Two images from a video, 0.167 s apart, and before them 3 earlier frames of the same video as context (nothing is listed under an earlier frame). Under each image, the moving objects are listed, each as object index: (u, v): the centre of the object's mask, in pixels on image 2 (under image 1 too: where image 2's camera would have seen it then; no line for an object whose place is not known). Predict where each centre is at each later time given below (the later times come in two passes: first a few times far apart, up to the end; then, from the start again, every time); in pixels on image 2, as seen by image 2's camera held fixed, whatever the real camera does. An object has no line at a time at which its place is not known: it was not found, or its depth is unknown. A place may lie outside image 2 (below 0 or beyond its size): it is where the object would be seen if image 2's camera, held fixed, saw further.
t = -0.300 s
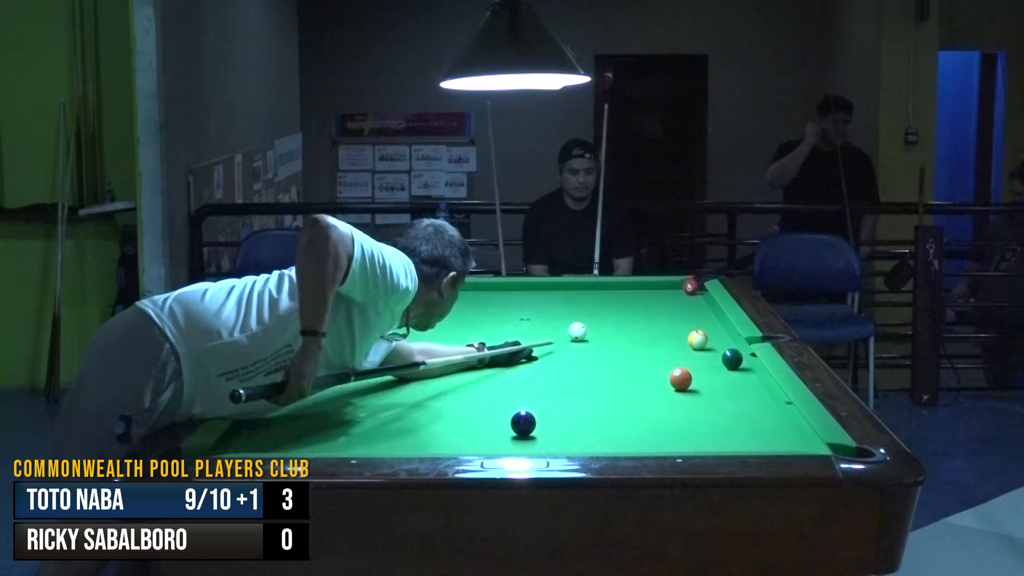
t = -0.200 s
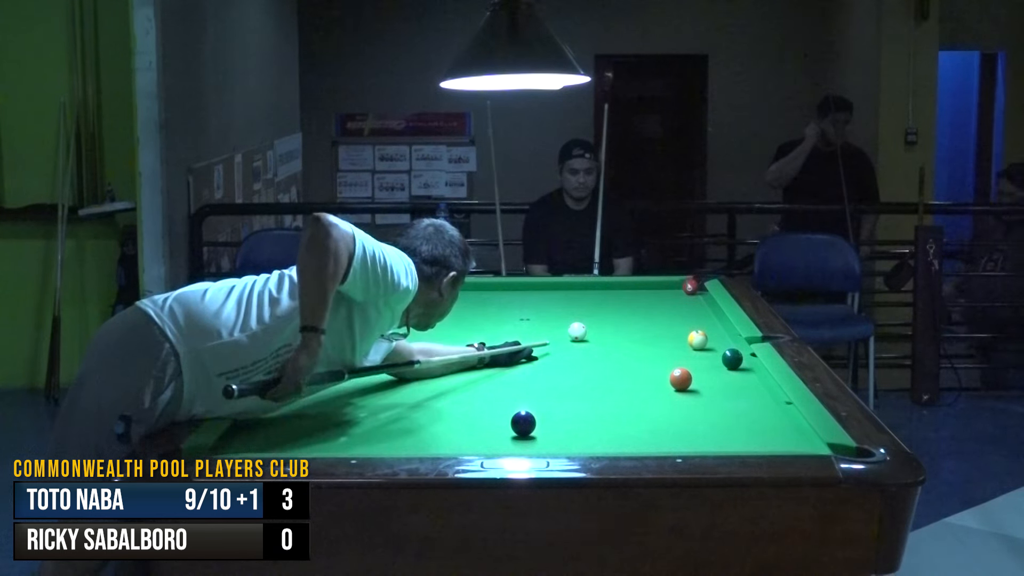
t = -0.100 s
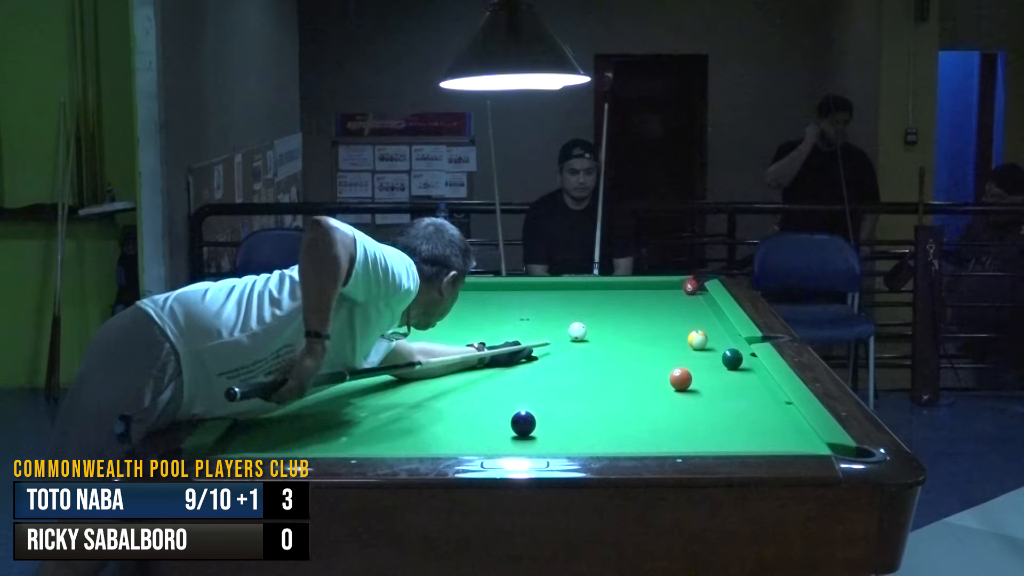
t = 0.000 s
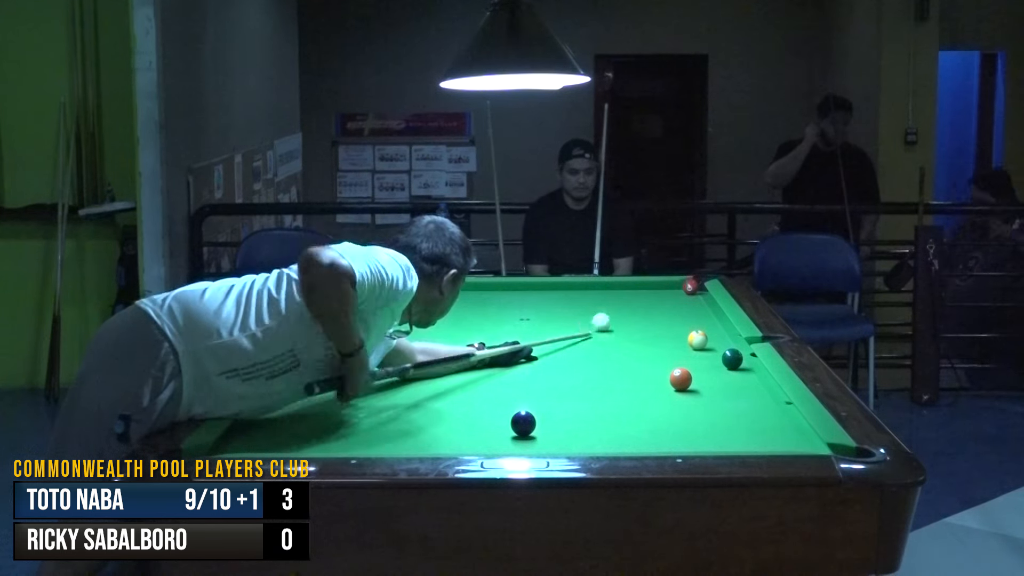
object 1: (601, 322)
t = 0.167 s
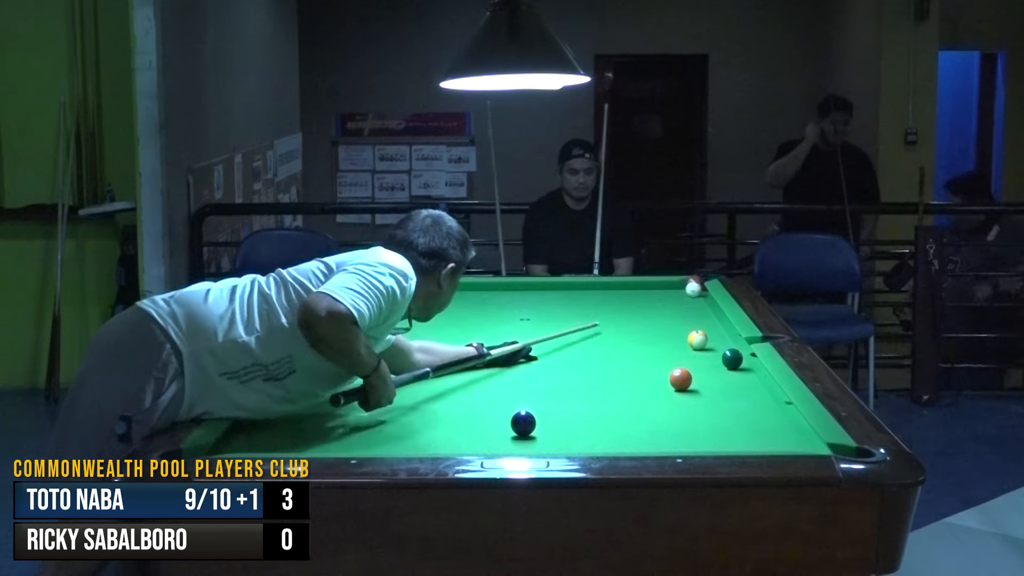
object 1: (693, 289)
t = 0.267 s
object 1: (691, 291)
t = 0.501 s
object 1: (664, 298)
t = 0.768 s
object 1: (632, 305)
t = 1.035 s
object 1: (599, 312)
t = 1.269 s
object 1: (570, 319)
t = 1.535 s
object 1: (535, 327)
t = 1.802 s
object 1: (499, 335)
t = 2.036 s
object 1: (466, 342)
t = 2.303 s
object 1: (428, 351)
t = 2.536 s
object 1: (393, 359)
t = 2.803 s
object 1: (353, 368)
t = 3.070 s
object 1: (312, 377)
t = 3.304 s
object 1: (278, 384)
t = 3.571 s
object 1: (290, 390)
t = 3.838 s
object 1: (302, 395)
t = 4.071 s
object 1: (313, 399)
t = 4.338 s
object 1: (324, 402)
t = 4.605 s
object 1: (335, 406)
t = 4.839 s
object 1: (344, 408)
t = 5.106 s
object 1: (354, 412)
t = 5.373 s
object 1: (362, 414)
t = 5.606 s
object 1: (369, 416)
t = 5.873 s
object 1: (374, 418)
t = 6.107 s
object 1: (378, 419)
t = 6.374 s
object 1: (381, 420)
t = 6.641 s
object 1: (384, 420)
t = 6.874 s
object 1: (385, 420)
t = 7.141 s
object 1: (385, 420)
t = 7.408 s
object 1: (386, 420)
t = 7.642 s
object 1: (386, 420)
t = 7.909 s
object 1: (386, 420)
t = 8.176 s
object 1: (386, 420)
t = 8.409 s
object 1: (386, 420)
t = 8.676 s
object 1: (386, 420)
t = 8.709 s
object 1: (386, 420)
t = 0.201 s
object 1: (698, 290)
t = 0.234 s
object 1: (694, 291)
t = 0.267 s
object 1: (691, 291)
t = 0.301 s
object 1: (687, 292)
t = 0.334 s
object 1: (683, 293)
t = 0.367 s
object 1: (679, 294)
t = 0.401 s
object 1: (675, 295)
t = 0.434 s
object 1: (671, 296)
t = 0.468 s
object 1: (667, 297)
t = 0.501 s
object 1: (664, 298)
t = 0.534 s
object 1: (660, 299)
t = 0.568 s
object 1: (656, 300)
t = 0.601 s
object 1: (652, 301)
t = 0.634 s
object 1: (648, 301)
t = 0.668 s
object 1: (644, 302)
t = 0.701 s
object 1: (640, 303)
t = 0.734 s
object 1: (636, 304)
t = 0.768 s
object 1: (632, 305)
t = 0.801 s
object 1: (628, 306)
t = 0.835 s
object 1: (624, 307)
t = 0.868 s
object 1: (620, 308)
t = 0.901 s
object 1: (615, 309)
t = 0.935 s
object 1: (611, 310)
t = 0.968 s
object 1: (607, 310)
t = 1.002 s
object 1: (603, 311)
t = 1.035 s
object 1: (599, 312)
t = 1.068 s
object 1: (595, 313)
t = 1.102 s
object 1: (591, 314)
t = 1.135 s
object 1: (586, 315)
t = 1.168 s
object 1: (582, 316)
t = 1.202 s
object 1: (578, 317)
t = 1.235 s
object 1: (574, 318)
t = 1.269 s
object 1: (570, 319)
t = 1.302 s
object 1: (565, 320)
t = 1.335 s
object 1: (561, 321)
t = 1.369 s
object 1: (557, 322)
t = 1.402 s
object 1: (552, 323)
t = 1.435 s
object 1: (548, 324)
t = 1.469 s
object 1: (544, 325)
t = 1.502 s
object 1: (539, 326)
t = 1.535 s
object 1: (535, 327)
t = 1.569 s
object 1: (530, 328)
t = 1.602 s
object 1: (526, 329)
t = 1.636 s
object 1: (522, 330)
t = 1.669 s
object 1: (517, 331)
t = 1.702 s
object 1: (512, 332)
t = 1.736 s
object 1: (508, 333)
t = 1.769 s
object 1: (503, 334)
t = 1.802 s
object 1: (499, 335)
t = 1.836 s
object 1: (494, 336)
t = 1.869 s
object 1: (490, 337)
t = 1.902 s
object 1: (485, 338)
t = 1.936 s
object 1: (480, 339)
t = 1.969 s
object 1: (475, 340)
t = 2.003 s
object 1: (471, 341)
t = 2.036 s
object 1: (466, 342)
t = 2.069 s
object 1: (461, 344)
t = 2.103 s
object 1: (456, 345)
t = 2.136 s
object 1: (452, 346)
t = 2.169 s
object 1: (447, 347)
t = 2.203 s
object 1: (442, 348)
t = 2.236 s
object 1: (437, 349)
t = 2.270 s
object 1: (432, 350)
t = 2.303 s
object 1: (428, 351)
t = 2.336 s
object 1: (423, 352)
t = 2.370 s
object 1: (418, 353)
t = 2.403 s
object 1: (413, 354)
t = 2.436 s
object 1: (408, 355)
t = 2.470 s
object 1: (403, 356)
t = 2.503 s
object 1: (398, 357)
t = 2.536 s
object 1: (393, 359)
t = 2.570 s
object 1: (388, 360)
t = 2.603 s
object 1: (383, 361)
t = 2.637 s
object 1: (378, 362)
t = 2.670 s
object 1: (373, 363)
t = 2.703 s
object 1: (368, 364)
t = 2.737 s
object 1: (363, 365)
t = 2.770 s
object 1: (358, 366)
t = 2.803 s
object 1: (353, 368)
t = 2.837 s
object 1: (348, 369)
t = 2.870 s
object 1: (343, 370)
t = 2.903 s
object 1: (338, 371)
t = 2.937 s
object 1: (332, 372)
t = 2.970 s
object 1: (327, 373)
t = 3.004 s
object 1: (322, 374)
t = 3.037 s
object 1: (317, 375)
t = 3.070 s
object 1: (312, 377)
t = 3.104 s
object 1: (307, 378)
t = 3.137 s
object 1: (302, 379)
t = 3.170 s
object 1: (296, 380)
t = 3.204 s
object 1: (291, 381)
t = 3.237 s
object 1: (286, 382)
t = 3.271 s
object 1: (281, 383)
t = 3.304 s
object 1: (278, 384)
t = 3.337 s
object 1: (279, 385)
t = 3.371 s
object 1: (281, 386)
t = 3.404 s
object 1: (283, 386)
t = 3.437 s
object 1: (284, 387)
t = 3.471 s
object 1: (286, 388)
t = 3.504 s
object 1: (287, 389)
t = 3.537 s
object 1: (289, 389)
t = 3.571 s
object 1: (290, 390)
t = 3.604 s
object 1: (292, 390)
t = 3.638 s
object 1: (293, 391)
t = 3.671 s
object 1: (295, 392)
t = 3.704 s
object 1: (296, 392)
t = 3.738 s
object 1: (298, 393)
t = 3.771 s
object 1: (299, 393)
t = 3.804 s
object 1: (301, 394)
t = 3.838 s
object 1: (302, 395)
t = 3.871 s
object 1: (304, 395)
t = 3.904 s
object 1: (305, 396)
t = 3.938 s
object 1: (307, 396)
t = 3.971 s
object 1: (309, 397)
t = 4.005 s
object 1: (310, 397)
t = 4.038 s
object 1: (311, 398)
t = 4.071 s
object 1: (313, 399)
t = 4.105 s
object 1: (315, 399)
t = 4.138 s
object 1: (316, 399)
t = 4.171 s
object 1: (317, 400)
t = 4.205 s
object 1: (319, 400)
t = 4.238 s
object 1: (320, 401)
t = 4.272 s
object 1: (322, 401)
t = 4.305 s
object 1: (323, 402)
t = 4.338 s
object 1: (324, 402)
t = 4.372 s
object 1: (326, 403)
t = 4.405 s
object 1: (327, 404)
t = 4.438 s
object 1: (328, 404)
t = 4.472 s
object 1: (330, 404)
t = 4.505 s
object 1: (331, 405)
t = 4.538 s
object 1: (332, 405)
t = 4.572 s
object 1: (334, 406)
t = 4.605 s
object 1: (335, 406)
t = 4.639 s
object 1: (336, 406)
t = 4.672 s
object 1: (338, 407)
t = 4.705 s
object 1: (339, 407)
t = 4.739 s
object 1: (340, 408)
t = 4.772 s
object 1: (341, 408)
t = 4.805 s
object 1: (343, 408)
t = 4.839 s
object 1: (344, 408)
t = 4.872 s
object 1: (345, 409)
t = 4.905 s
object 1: (346, 410)
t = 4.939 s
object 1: (348, 410)
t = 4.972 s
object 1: (349, 410)
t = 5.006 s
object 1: (350, 411)
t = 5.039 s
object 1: (351, 411)
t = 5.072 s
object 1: (353, 411)
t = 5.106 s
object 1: (354, 412)
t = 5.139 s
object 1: (355, 412)
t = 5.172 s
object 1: (356, 412)
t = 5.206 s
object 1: (357, 413)
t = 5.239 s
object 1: (358, 413)
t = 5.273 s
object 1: (359, 413)
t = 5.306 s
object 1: (360, 414)
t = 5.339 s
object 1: (361, 414)
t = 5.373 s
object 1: (362, 414)
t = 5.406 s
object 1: (363, 414)
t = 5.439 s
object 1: (364, 415)
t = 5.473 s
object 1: (365, 415)
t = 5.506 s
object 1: (366, 415)
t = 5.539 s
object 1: (367, 415)
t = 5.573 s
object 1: (368, 416)
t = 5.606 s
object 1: (369, 416)
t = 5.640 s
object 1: (369, 416)
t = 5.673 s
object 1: (370, 416)
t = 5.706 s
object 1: (371, 416)
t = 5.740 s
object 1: (372, 417)
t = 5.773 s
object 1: (372, 417)
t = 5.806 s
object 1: (373, 417)
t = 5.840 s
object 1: (374, 417)
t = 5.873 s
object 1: (374, 418)
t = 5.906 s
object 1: (375, 418)
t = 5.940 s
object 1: (375, 418)
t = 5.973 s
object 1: (376, 418)
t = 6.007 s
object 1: (376, 418)
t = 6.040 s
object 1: (377, 418)
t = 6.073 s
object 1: (378, 419)
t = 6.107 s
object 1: (378, 419)
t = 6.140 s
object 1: (379, 419)
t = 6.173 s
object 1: (379, 419)
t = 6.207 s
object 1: (380, 419)
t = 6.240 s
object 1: (380, 419)
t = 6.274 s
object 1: (380, 419)
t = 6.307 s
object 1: (381, 420)
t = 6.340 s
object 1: (381, 420)
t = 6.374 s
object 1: (381, 420)
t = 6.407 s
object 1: (382, 420)
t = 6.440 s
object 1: (382, 420)
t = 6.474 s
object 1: (383, 420)
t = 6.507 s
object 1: (383, 420)
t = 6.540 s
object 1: (383, 420)
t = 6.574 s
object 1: (384, 420)
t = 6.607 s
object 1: (384, 420)
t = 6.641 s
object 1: (384, 420)
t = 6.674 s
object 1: (385, 420)
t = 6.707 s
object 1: (385, 420)
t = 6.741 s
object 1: (385, 420)
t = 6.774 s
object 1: (385, 420)
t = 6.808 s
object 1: (385, 420)
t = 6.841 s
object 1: (385, 420)
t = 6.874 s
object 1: (385, 420)
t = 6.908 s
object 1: (385, 420)
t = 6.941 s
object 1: (385, 420)
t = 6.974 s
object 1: (385, 420)
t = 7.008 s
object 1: (385, 420)
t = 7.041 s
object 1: (386, 420)
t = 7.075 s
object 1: (386, 420)
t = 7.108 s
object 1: (386, 420)
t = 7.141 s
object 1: (385, 420)
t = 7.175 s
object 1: (386, 420)
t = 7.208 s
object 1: (385, 420)
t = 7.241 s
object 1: (386, 420)
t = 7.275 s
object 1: (386, 420)
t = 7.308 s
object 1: (385, 420)
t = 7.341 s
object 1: (386, 420)
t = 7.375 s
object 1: (386, 420)
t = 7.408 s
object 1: (386, 420)
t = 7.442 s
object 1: (386, 420)
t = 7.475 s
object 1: (386, 420)
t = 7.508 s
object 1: (386, 420)
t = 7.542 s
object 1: (386, 420)
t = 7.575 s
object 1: (386, 420)
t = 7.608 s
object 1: (386, 420)
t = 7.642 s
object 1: (386, 420)
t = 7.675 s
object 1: (386, 420)
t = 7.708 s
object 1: (386, 420)
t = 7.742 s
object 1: (386, 420)
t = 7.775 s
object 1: (386, 420)
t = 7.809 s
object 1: (386, 420)
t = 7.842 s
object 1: (386, 420)
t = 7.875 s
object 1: (386, 420)
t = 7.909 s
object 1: (386, 420)
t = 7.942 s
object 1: (385, 420)
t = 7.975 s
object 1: (386, 420)
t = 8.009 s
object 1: (386, 420)
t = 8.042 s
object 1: (386, 420)
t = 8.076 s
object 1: (386, 420)
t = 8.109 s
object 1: (386, 420)
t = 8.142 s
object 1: (386, 420)
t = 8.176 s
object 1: (386, 420)
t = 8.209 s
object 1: (386, 420)
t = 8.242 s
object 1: (386, 420)
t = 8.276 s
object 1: (386, 420)
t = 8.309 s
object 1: (386, 420)
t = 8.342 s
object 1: (385, 420)
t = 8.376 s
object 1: (386, 420)
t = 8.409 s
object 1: (386, 420)
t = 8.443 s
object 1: (386, 420)
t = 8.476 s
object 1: (386, 420)
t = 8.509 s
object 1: (386, 420)
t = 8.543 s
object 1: (386, 420)
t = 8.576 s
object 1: (386, 420)
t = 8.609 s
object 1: (386, 420)
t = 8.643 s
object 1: (386, 420)
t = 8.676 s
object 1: (386, 420)
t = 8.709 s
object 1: (386, 420)
